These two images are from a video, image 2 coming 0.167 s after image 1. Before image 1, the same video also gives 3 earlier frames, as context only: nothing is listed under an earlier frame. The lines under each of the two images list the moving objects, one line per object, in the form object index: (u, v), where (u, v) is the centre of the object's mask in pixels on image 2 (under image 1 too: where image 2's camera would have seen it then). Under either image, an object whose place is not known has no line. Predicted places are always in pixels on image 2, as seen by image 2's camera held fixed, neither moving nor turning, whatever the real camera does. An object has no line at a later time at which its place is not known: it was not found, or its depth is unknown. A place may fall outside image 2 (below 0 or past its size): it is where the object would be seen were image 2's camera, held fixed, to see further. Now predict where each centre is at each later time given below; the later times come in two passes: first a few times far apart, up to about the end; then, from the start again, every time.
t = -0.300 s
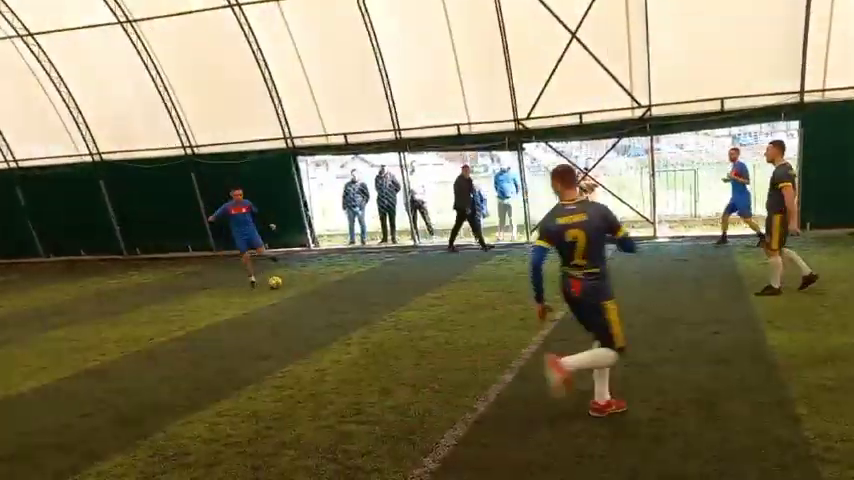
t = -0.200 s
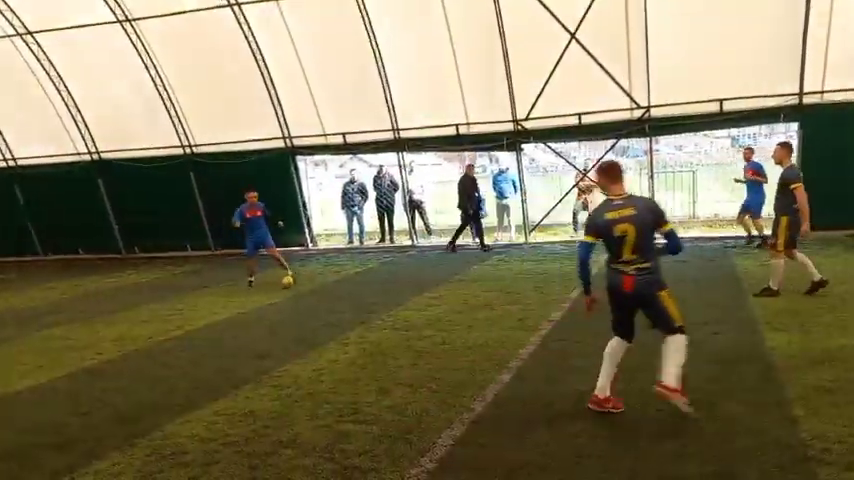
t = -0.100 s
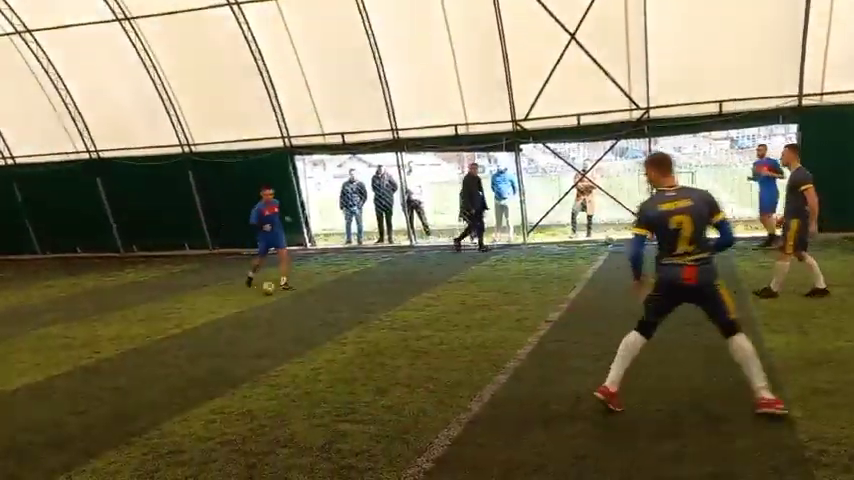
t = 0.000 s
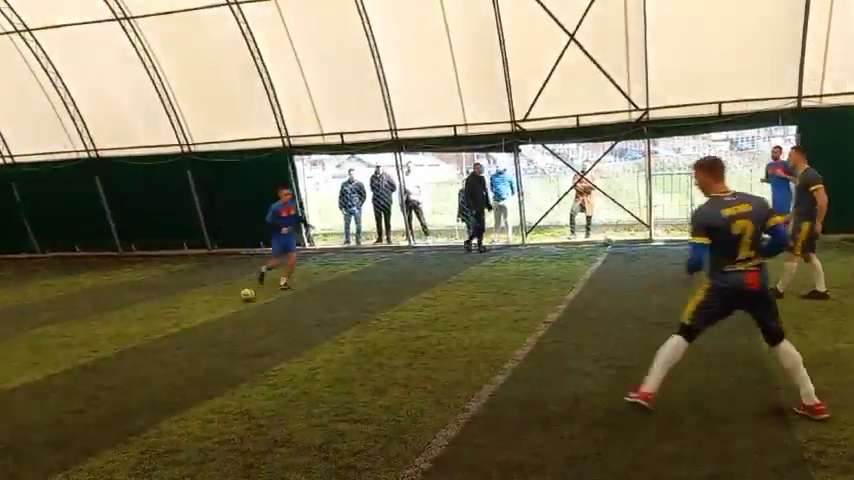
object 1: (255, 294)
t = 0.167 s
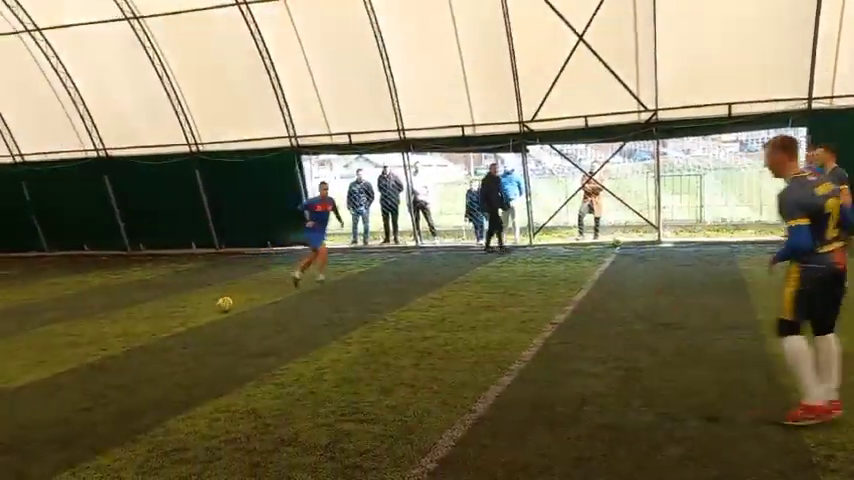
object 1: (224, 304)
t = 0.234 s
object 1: (214, 308)
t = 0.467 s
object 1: (182, 323)
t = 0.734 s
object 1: (142, 343)
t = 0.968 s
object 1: (97, 364)
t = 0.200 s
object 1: (219, 306)
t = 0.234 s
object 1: (214, 308)
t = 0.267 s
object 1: (209, 310)
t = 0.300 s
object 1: (205, 312)
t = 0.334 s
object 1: (200, 314)
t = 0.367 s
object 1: (196, 316)
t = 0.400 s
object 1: (191, 318)
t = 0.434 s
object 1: (187, 321)
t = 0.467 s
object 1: (182, 323)
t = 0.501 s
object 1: (178, 324)
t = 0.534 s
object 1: (173, 326)
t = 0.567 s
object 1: (169, 329)
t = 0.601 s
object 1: (164, 332)
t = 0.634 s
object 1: (158, 335)
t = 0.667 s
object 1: (154, 336)
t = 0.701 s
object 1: (148, 339)
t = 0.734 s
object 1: (142, 343)
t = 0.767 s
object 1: (136, 345)
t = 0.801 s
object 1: (130, 347)
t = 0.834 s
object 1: (125, 351)
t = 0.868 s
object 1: (119, 353)
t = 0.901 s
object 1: (112, 357)
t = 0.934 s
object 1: (104, 361)
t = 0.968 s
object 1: (97, 364)
